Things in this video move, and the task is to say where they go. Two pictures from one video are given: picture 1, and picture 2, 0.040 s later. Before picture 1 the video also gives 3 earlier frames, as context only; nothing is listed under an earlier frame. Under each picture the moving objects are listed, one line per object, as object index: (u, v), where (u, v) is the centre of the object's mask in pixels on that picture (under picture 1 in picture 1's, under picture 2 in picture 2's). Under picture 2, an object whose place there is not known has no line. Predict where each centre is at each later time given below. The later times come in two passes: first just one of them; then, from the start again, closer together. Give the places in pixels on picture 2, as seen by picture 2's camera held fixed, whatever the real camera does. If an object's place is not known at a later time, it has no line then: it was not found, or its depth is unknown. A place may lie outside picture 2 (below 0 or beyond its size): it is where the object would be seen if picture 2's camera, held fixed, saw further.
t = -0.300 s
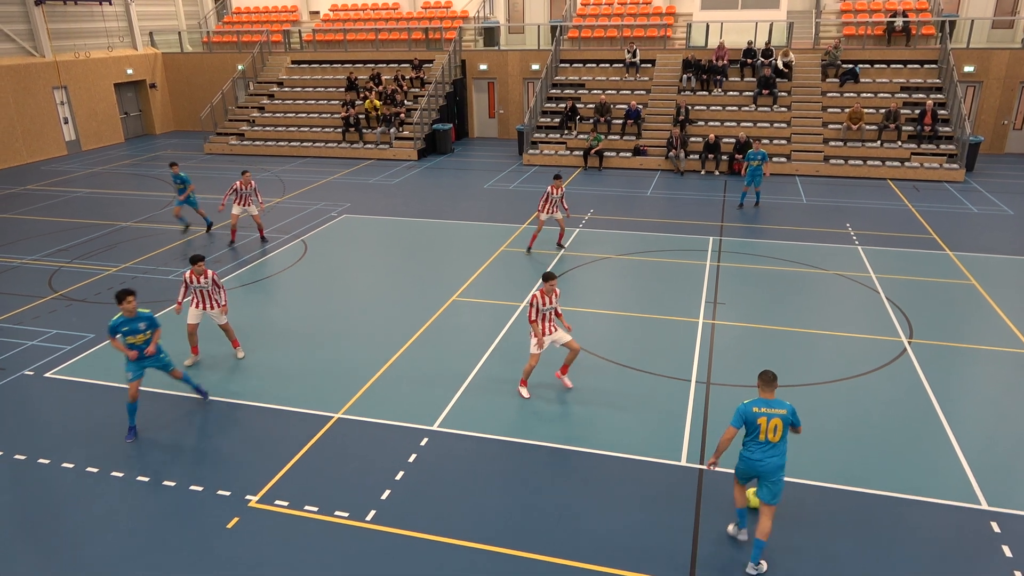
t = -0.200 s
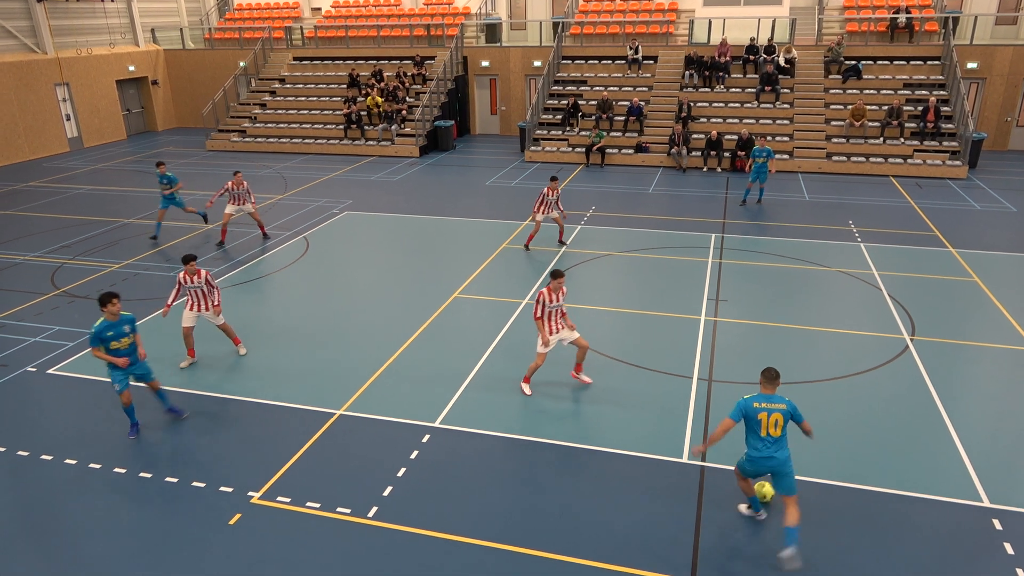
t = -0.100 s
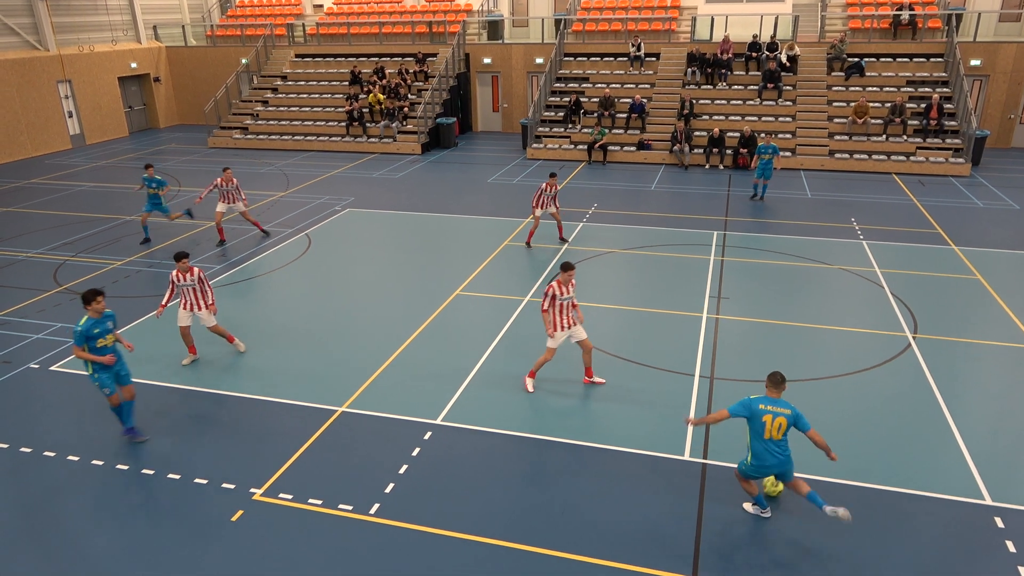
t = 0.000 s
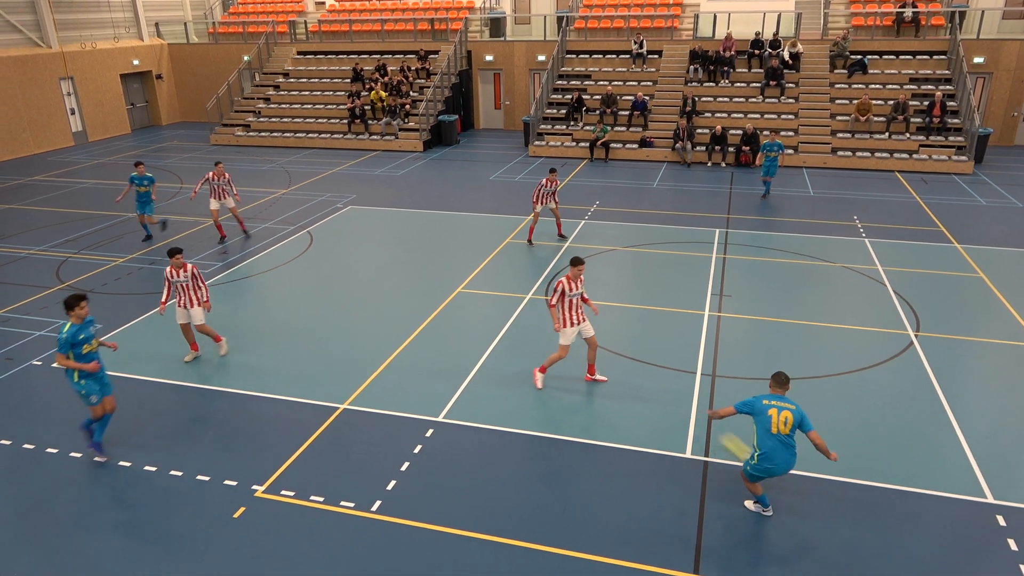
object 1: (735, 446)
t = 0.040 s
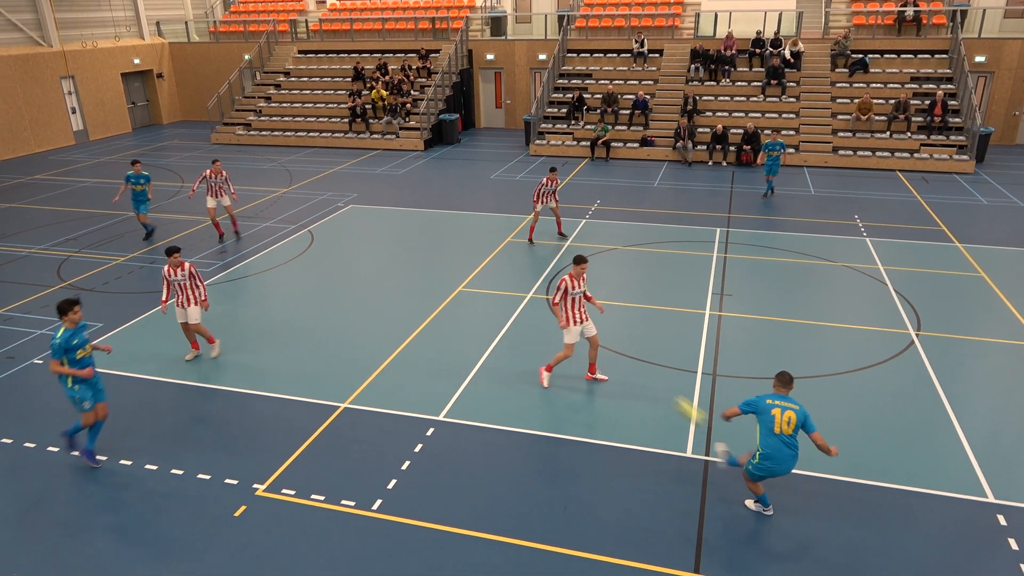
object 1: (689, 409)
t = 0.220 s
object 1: (517, 288)
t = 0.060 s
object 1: (668, 394)
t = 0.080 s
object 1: (647, 379)
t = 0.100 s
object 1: (626, 363)
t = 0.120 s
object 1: (610, 350)
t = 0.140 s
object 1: (589, 336)
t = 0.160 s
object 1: (569, 323)
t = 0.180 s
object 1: (551, 311)
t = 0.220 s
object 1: (517, 288)
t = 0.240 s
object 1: (502, 279)
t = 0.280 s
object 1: (473, 261)
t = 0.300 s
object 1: (459, 254)
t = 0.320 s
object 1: (446, 246)
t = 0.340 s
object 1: (432, 239)
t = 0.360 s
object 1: (419, 232)
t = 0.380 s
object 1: (407, 226)
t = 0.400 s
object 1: (396, 220)
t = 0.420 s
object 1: (384, 214)
